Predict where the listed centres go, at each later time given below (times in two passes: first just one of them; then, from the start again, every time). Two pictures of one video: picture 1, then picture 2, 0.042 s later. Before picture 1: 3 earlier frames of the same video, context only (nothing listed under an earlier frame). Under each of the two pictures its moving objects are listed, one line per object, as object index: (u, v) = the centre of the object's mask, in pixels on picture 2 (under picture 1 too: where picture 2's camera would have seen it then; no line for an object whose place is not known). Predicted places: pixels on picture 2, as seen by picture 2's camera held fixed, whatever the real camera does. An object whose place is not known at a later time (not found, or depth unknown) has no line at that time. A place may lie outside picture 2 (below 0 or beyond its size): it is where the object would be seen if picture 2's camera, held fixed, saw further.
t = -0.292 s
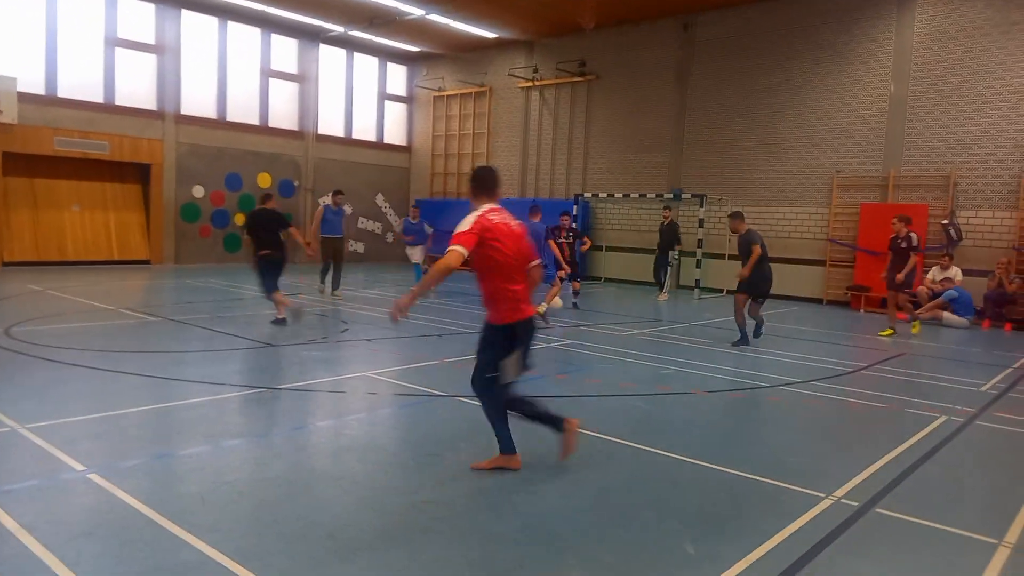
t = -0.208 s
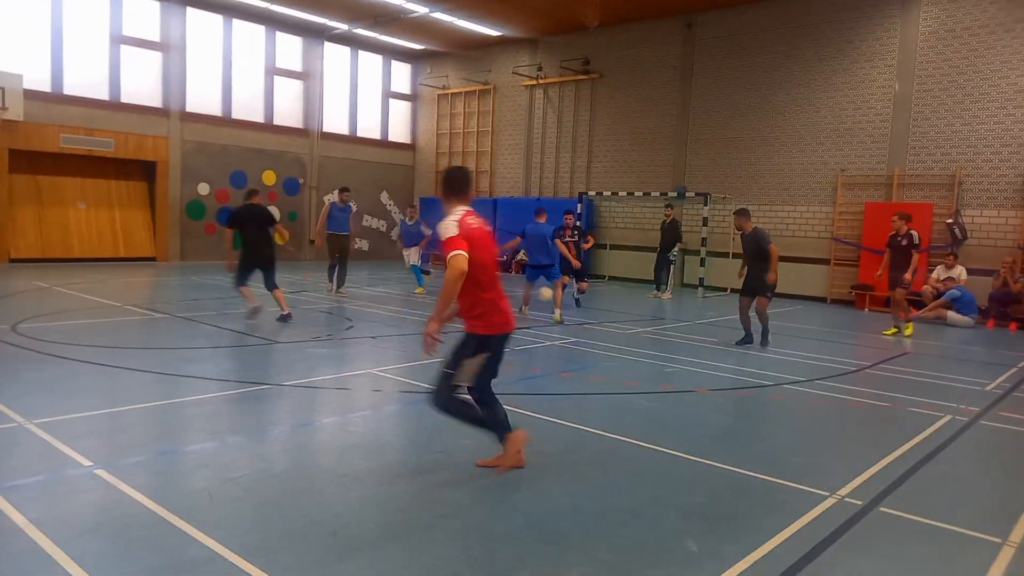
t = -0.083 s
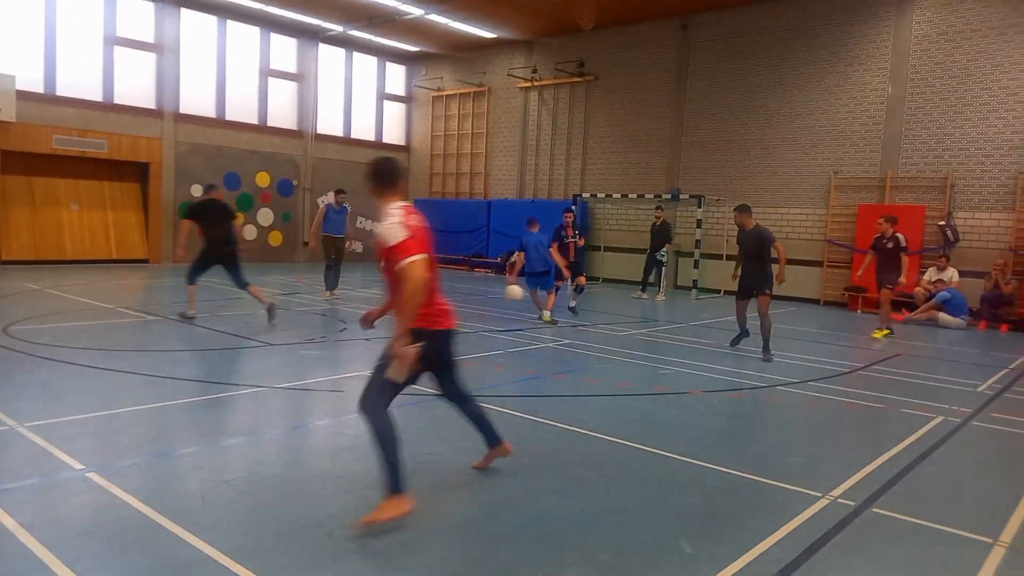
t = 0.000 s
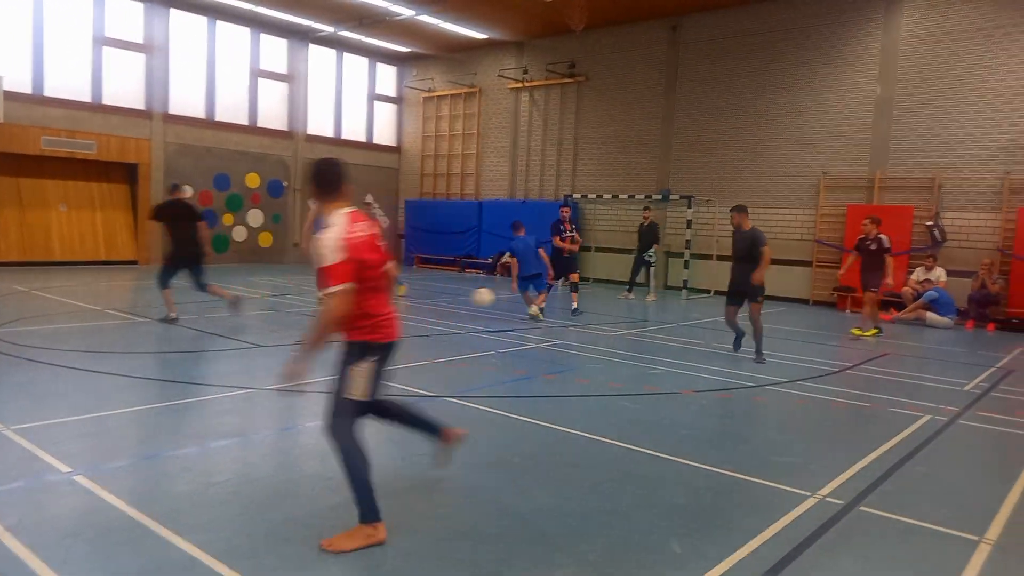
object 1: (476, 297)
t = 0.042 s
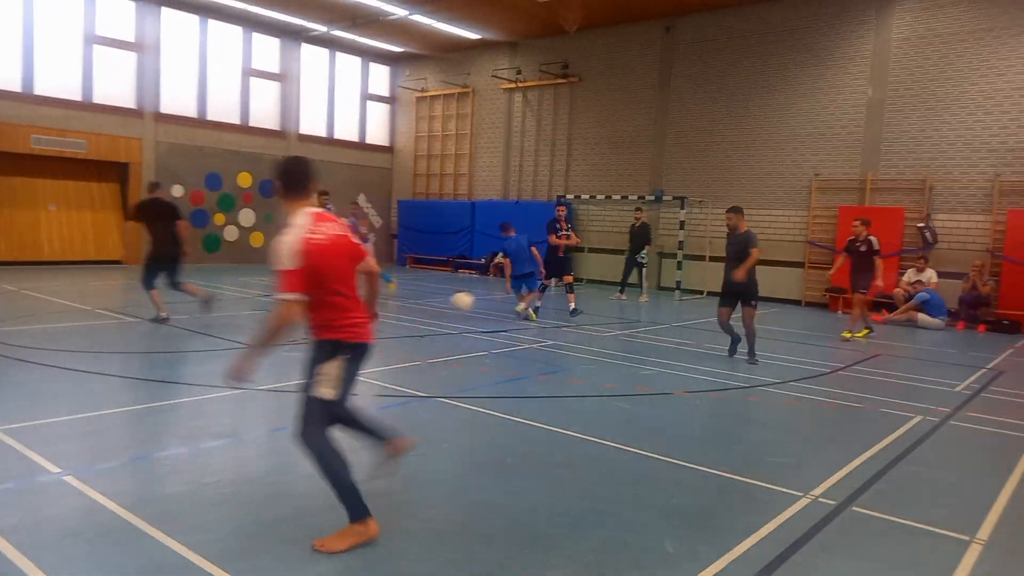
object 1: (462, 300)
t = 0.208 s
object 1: (390, 345)
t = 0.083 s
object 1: (448, 307)
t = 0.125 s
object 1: (432, 316)
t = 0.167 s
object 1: (413, 327)
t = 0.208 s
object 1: (390, 345)
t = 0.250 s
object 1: (365, 362)
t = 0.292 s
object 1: (335, 388)
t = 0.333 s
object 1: (298, 419)
